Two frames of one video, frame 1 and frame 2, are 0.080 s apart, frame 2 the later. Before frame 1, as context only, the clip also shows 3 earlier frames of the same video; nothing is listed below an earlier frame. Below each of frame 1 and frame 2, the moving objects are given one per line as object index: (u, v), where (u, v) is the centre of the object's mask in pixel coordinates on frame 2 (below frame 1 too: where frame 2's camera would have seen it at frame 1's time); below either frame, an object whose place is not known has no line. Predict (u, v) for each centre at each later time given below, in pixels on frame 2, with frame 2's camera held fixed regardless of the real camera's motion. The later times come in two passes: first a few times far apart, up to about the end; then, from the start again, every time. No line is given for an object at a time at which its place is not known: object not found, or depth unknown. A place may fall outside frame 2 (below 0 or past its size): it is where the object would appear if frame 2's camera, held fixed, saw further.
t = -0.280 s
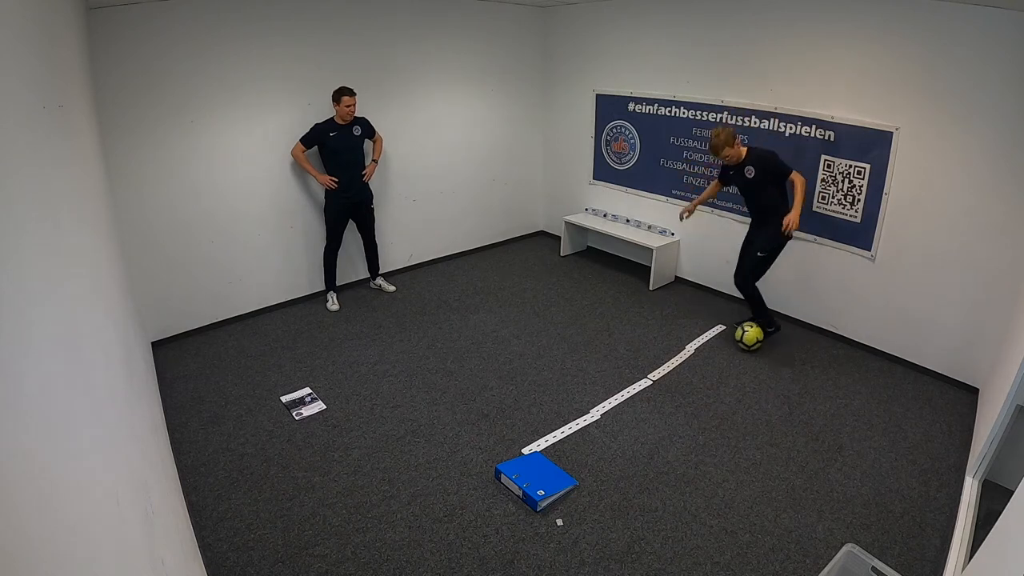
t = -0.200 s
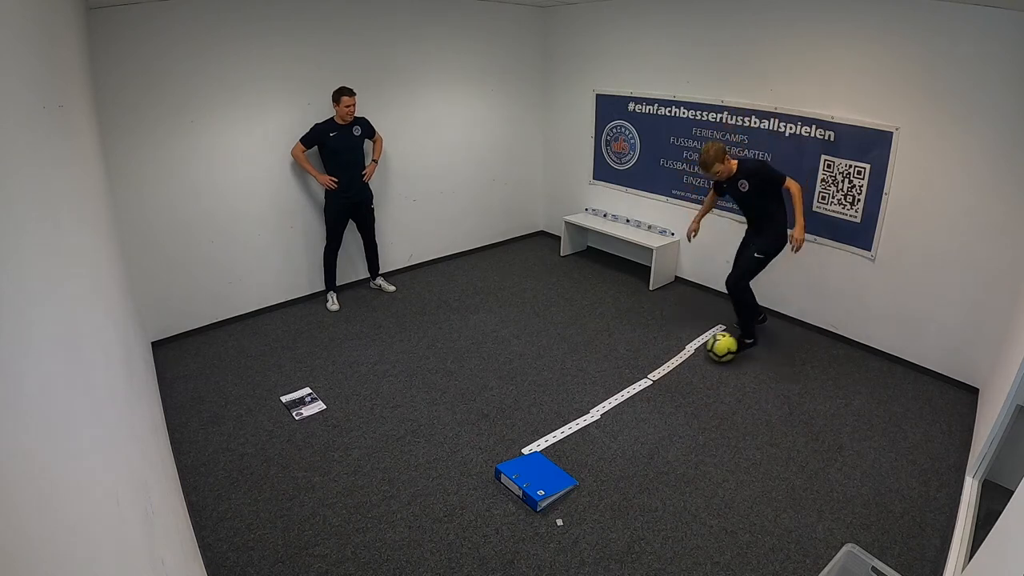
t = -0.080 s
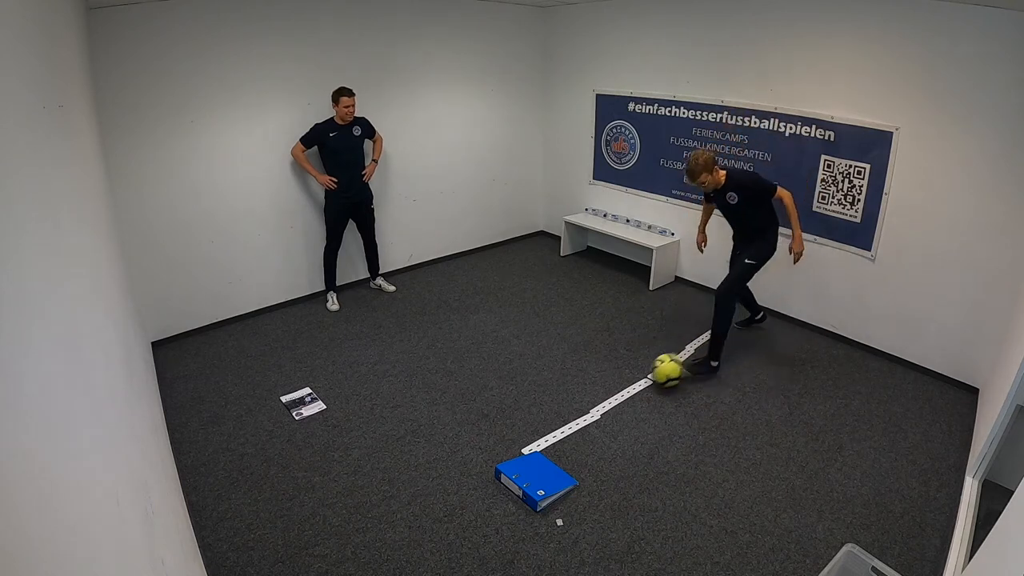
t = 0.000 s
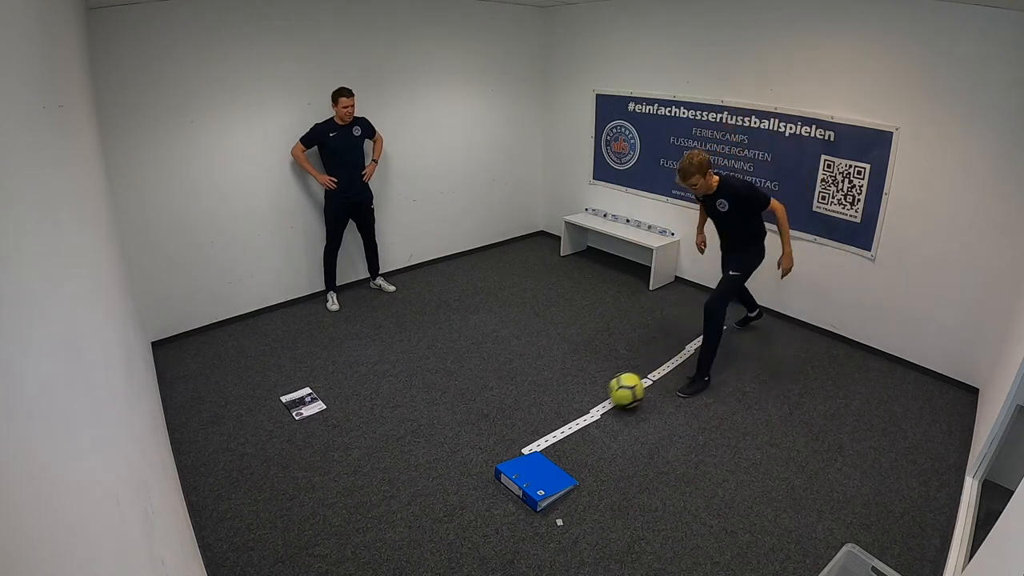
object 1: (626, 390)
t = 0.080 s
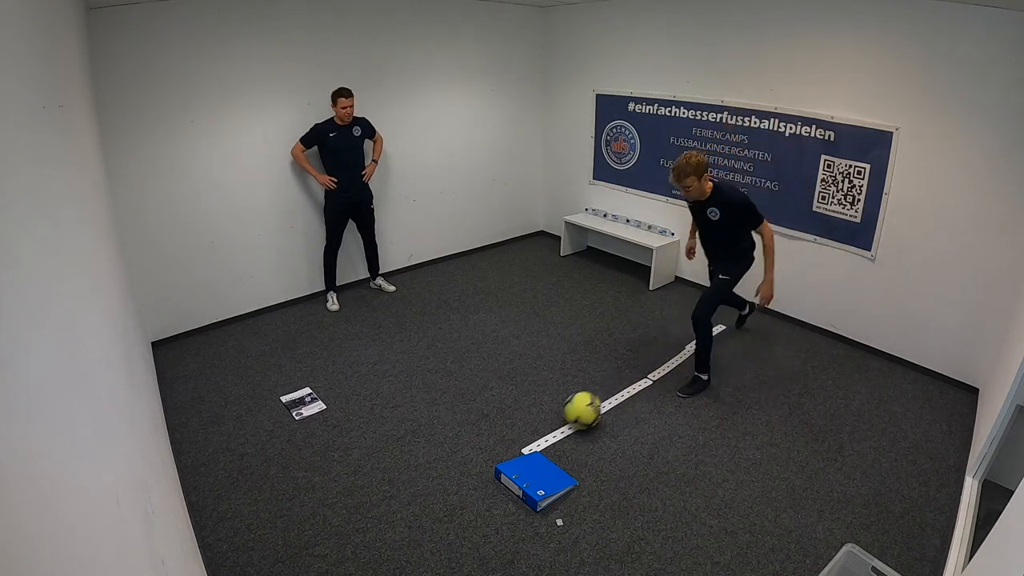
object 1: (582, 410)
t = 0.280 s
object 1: (475, 448)
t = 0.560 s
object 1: (317, 490)
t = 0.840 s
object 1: (233, 480)
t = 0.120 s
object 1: (562, 418)
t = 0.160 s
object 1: (540, 427)
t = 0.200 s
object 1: (518, 437)
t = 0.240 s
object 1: (496, 444)
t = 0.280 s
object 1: (475, 448)
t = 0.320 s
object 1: (454, 456)
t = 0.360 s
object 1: (432, 462)
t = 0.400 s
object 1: (409, 467)
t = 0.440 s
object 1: (386, 474)
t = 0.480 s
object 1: (363, 480)
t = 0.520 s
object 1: (339, 485)
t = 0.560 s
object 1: (317, 490)
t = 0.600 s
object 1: (292, 494)
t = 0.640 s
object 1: (270, 500)
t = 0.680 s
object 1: (246, 504)
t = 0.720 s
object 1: (224, 508)
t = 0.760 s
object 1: (207, 509)
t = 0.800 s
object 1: (219, 493)
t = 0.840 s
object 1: (233, 480)
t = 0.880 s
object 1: (247, 470)
